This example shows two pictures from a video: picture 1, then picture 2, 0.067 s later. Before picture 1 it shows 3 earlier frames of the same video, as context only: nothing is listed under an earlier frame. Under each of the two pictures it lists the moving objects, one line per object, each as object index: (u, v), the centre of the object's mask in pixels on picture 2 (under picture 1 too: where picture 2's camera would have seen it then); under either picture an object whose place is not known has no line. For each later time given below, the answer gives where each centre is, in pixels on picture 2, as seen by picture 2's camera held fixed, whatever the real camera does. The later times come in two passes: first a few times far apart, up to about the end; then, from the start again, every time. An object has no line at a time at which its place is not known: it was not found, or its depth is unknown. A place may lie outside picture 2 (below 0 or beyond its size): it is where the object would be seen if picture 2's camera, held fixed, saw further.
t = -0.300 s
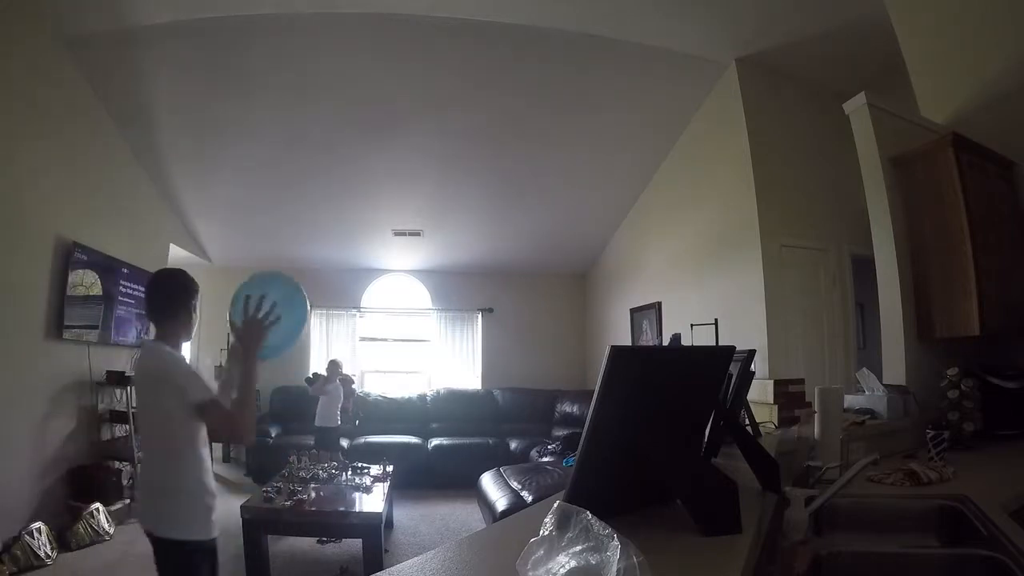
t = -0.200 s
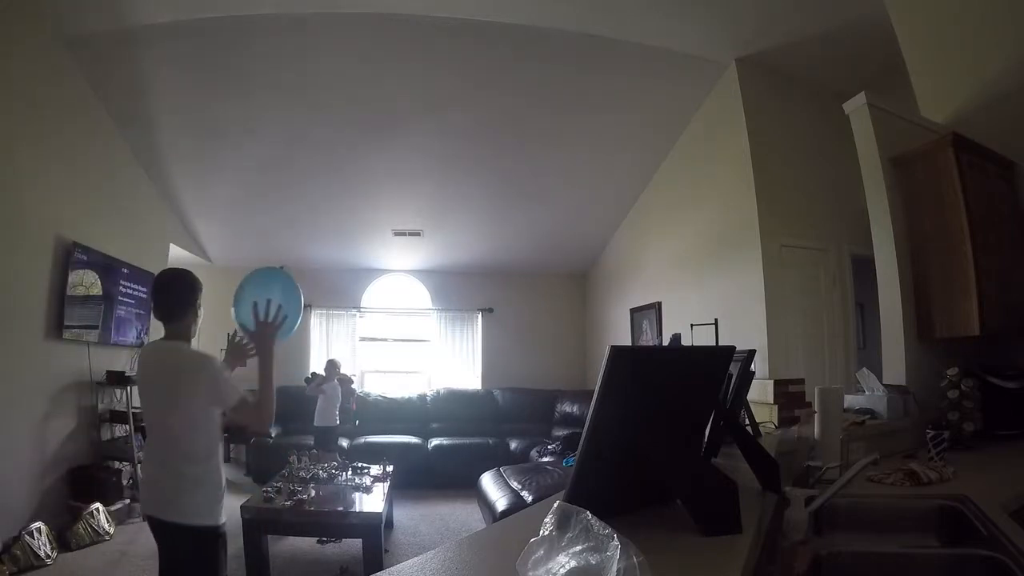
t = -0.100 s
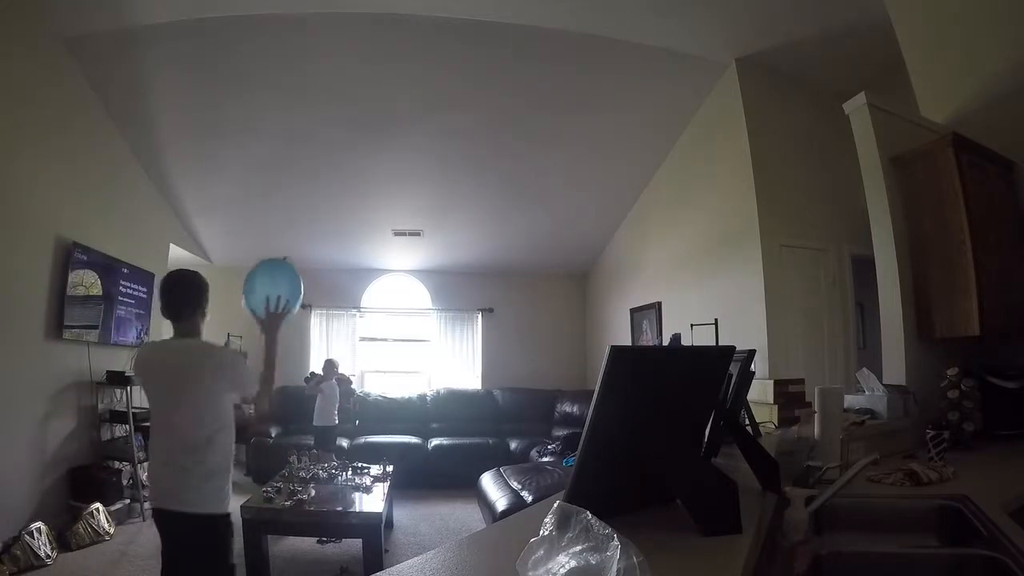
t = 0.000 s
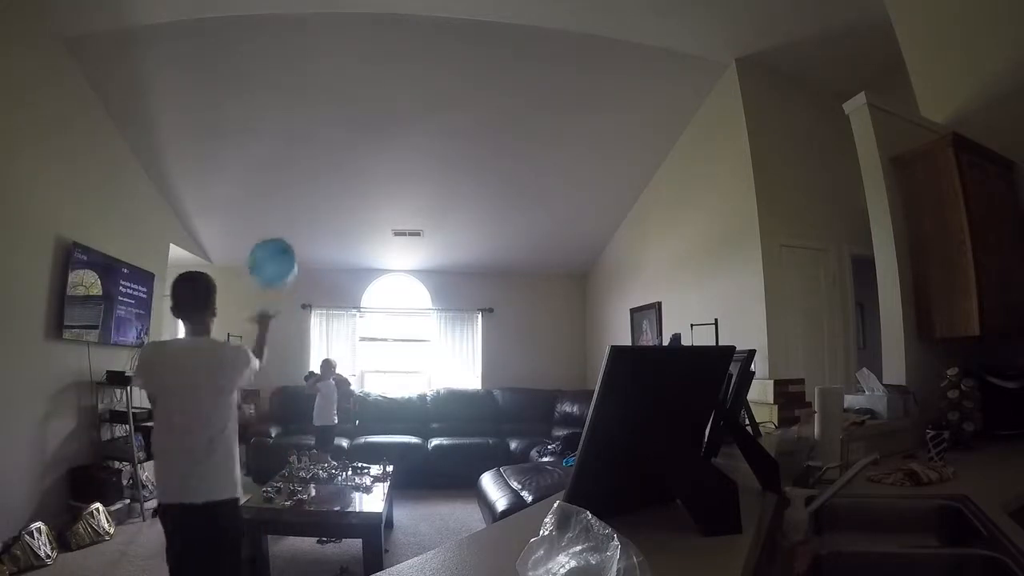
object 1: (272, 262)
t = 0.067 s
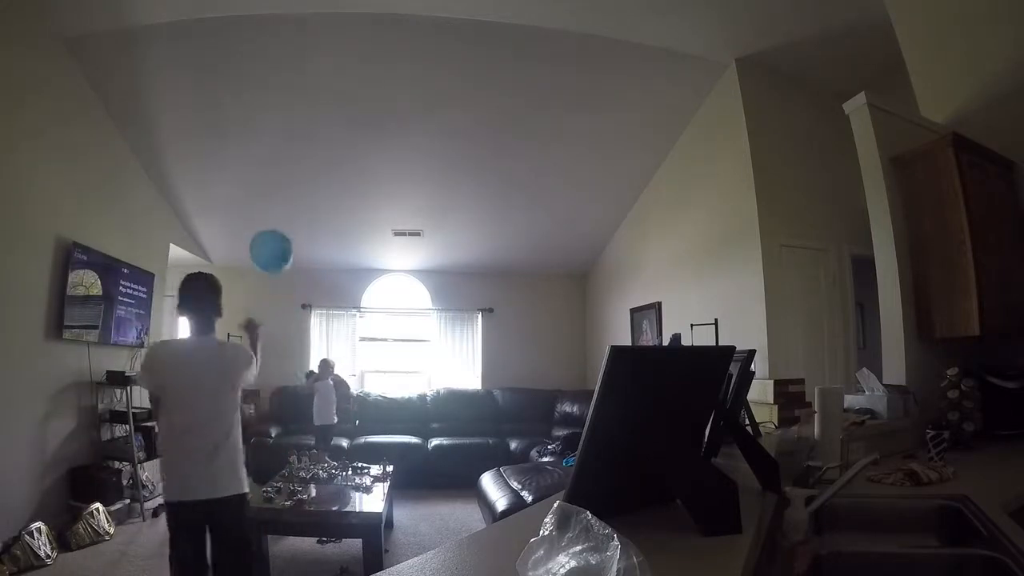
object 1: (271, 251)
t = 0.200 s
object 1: (267, 245)
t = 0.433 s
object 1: (253, 272)
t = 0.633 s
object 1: (235, 309)
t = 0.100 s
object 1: (270, 247)
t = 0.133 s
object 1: (269, 246)
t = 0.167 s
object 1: (269, 245)
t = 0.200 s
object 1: (267, 245)
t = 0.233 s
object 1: (266, 247)
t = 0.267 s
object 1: (264, 251)
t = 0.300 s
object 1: (262, 254)
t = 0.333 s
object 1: (260, 259)
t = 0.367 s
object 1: (258, 264)
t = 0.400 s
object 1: (256, 268)
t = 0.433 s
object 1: (253, 272)
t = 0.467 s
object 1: (249, 277)
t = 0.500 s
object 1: (246, 283)
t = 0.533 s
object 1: (244, 290)
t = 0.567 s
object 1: (242, 296)
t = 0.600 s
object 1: (239, 302)
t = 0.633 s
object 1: (235, 309)
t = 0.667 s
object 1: (233, 316)
